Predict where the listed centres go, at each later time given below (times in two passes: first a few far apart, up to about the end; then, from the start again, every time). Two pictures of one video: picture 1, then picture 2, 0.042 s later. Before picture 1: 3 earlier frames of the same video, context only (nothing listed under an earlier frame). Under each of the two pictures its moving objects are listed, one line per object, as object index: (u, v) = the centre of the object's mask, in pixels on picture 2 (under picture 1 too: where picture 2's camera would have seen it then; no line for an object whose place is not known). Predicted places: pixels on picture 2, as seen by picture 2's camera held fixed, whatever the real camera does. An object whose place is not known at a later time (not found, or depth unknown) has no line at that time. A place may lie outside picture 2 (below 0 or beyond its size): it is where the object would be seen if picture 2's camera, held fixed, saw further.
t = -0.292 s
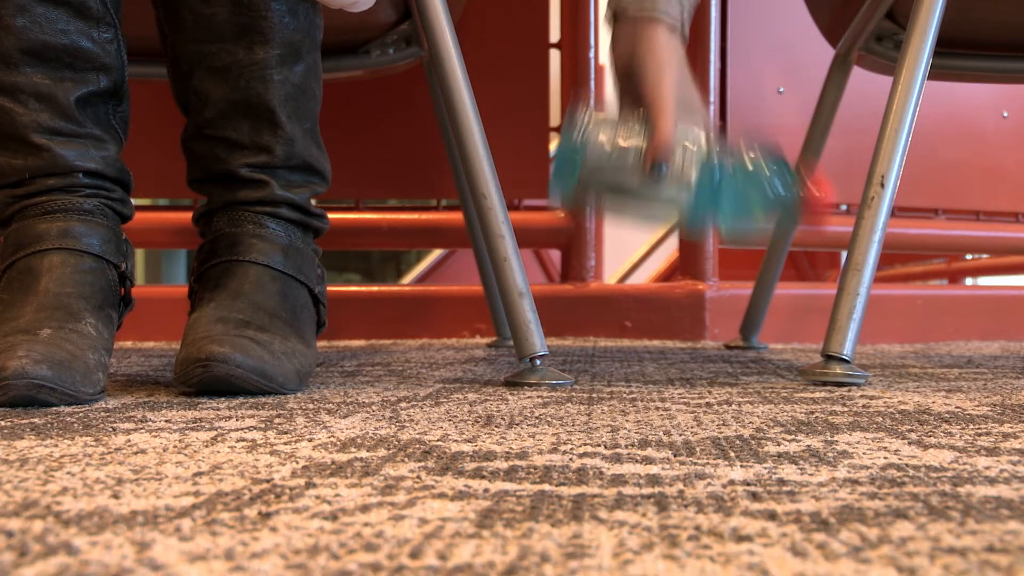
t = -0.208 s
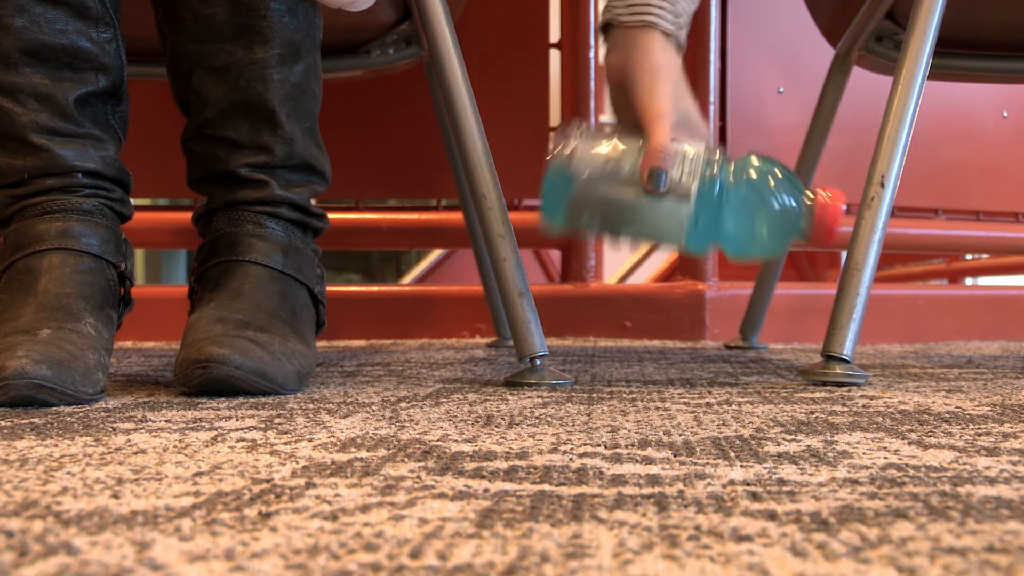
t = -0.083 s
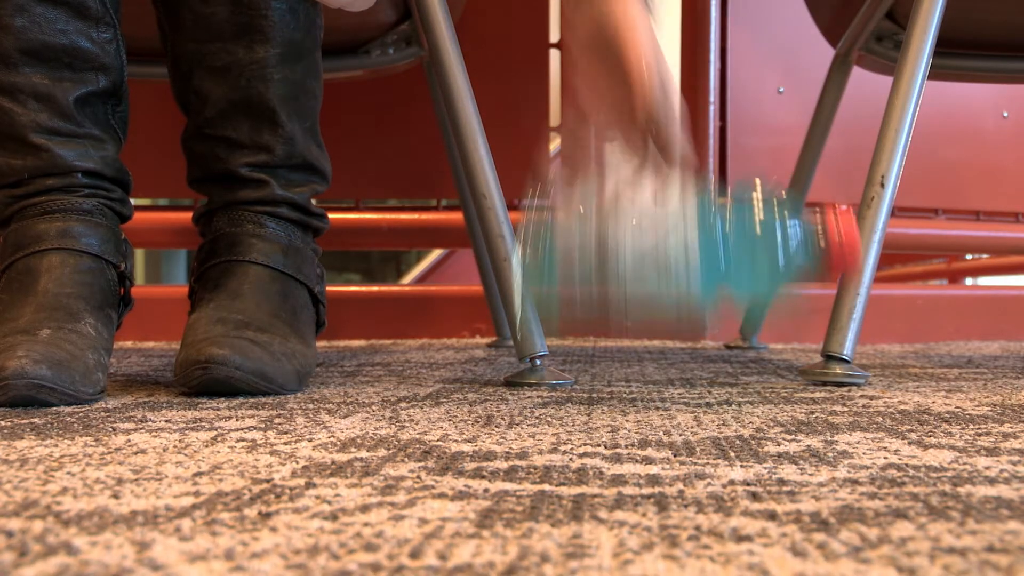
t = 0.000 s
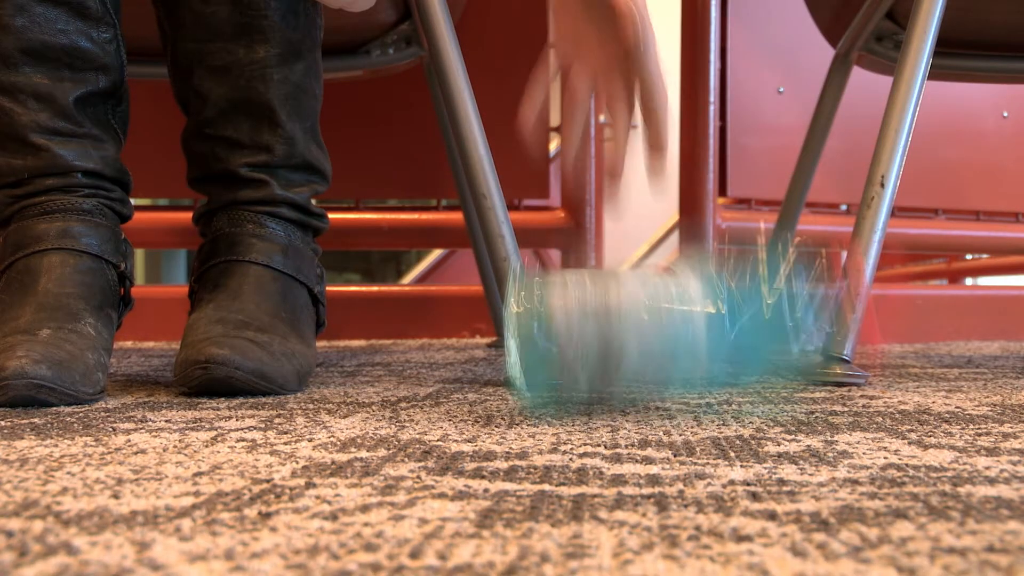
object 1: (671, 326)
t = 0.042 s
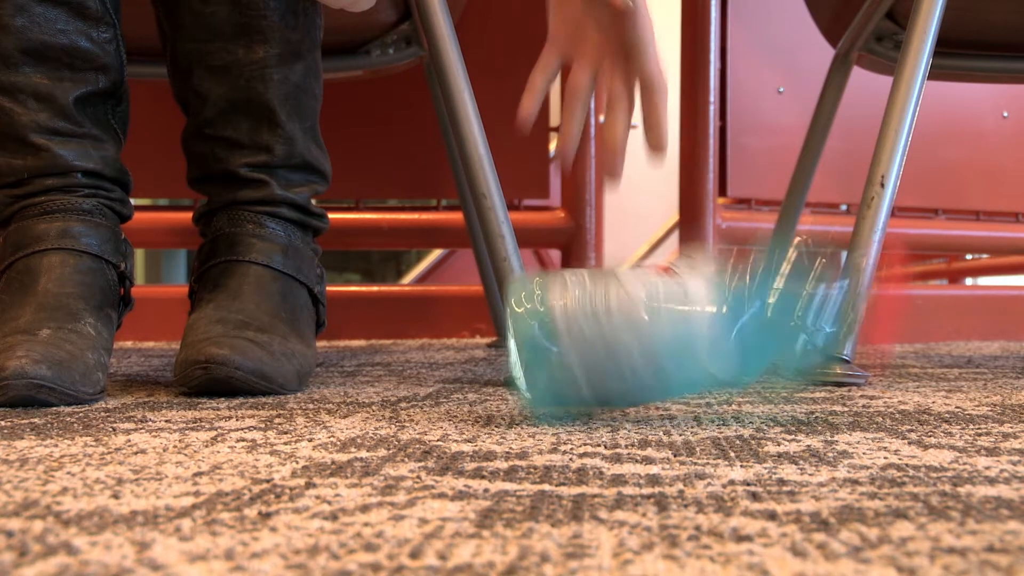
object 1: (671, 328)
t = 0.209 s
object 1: (718, 319)
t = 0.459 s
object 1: (757, 404)
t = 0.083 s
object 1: (693, 309)
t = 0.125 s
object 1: (704, 301)
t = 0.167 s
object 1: (707, 302)
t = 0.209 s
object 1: (718, 319)
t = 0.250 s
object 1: (695, 341)
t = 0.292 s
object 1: (732, 368)
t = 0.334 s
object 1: (742, 363)
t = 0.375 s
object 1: (739, 366)
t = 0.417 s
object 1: (755, 391)
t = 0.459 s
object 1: (757, 404)
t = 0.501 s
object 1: (755, 410)
